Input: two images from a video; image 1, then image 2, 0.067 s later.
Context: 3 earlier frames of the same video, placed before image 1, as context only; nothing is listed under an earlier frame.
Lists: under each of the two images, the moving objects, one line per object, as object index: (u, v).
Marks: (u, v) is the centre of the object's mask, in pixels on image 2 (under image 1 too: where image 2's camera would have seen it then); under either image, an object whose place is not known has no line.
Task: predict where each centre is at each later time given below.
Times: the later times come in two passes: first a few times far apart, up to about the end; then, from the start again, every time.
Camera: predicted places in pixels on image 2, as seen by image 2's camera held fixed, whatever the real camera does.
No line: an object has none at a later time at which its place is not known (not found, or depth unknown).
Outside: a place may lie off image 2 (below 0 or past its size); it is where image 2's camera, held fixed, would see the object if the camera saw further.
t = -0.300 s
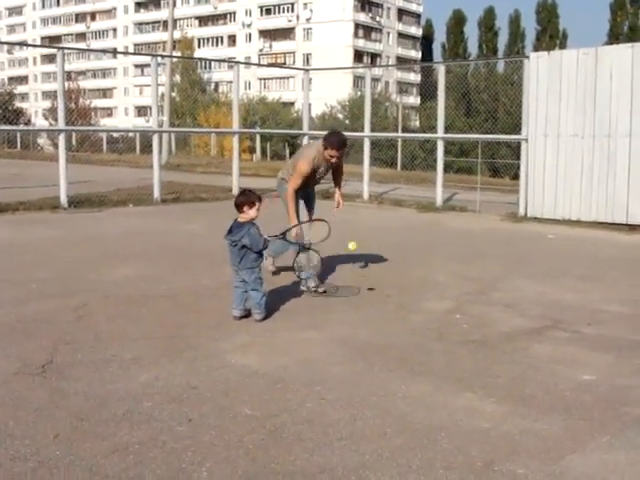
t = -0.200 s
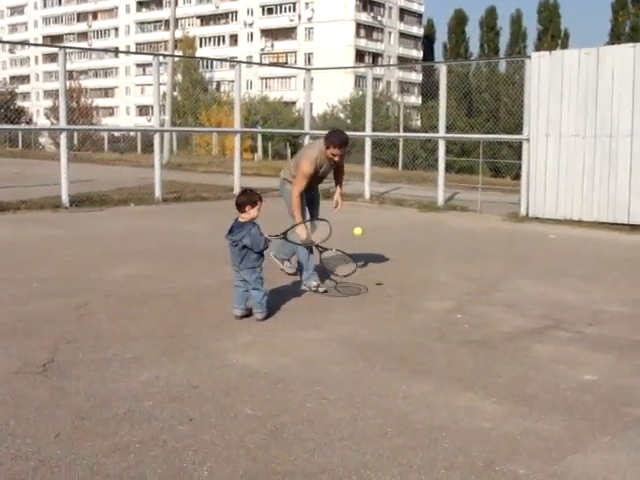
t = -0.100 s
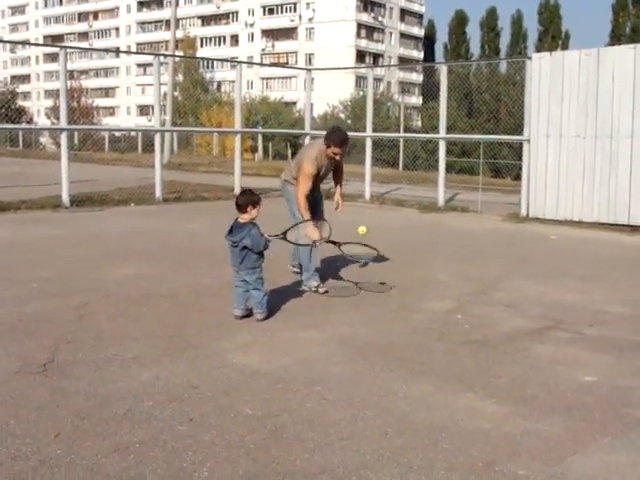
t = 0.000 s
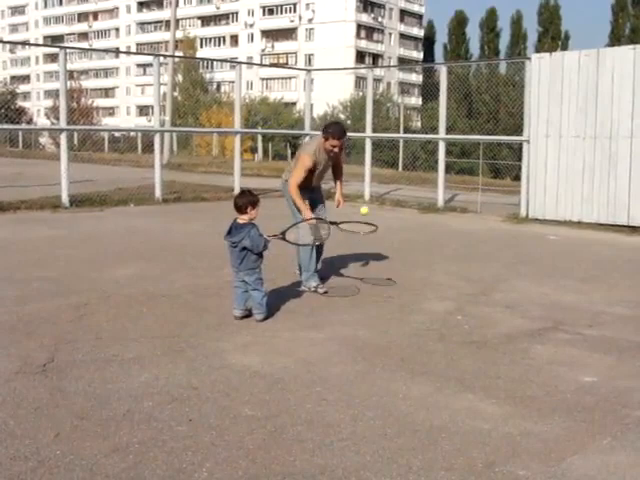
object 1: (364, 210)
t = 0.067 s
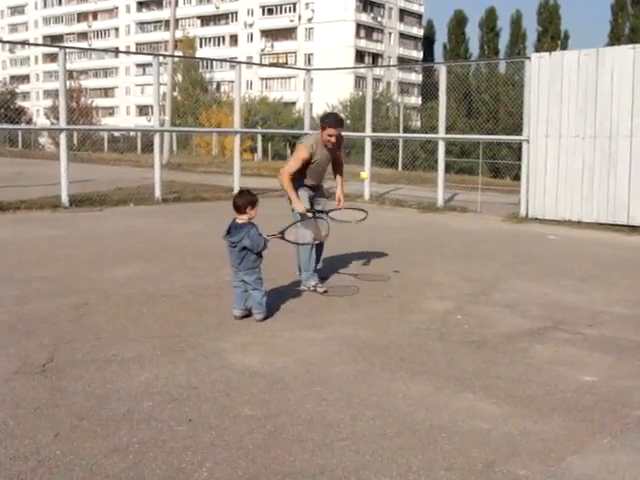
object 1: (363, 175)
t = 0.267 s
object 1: (364, 102)
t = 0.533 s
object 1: (363, 85)
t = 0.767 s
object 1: (360, 148)
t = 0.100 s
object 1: (363, 159)
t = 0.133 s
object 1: (364, 145)
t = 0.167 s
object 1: (364, 132)
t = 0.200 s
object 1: (364, 121)
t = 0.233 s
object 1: (364, 111)
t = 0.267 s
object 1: (364, 102)
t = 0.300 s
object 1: (364, 96)
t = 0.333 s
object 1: (364, 91)
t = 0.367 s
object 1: (364, 85)
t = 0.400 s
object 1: (364, 83)
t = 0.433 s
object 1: (364, 81)
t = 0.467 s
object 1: (364, 81)
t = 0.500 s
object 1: (363, 83)
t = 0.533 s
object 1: (363, 85)
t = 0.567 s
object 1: (363, 89)
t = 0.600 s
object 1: (363, 95)
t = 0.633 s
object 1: (362, 102)
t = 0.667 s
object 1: (362, 112)
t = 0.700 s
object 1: (361, 122)
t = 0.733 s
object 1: (361, 134)
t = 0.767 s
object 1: (360, 148)
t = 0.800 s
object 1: (360, 163)
